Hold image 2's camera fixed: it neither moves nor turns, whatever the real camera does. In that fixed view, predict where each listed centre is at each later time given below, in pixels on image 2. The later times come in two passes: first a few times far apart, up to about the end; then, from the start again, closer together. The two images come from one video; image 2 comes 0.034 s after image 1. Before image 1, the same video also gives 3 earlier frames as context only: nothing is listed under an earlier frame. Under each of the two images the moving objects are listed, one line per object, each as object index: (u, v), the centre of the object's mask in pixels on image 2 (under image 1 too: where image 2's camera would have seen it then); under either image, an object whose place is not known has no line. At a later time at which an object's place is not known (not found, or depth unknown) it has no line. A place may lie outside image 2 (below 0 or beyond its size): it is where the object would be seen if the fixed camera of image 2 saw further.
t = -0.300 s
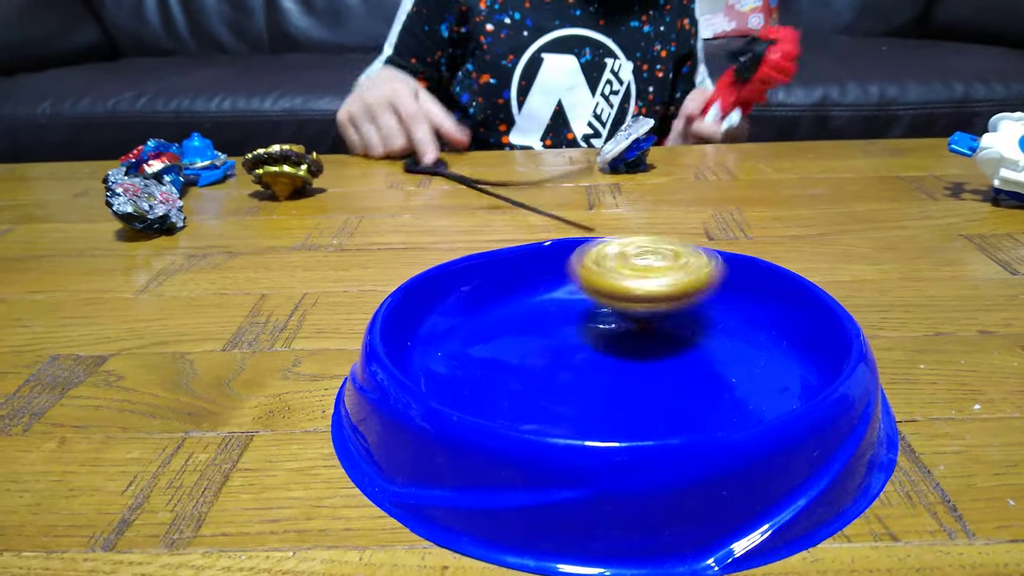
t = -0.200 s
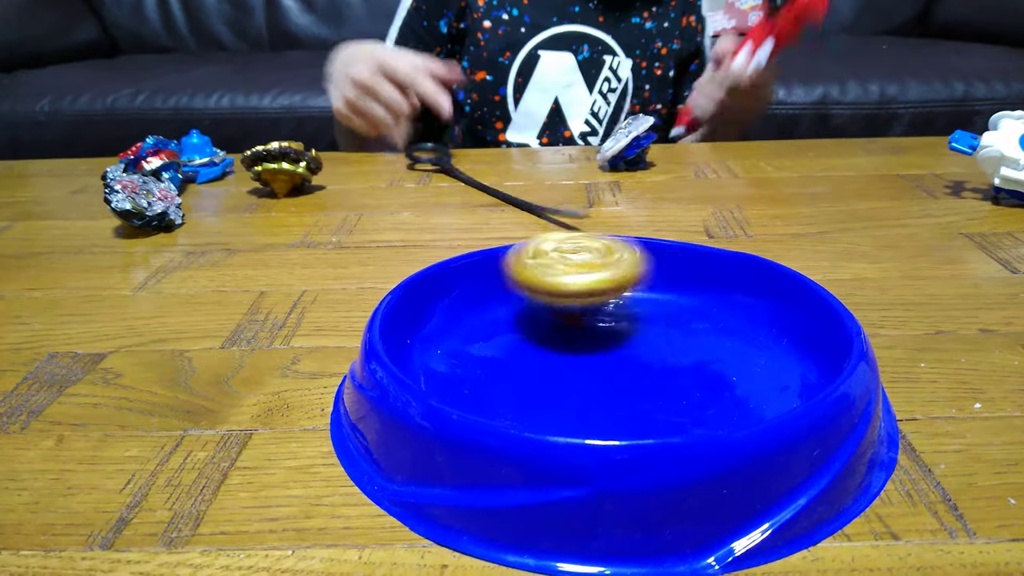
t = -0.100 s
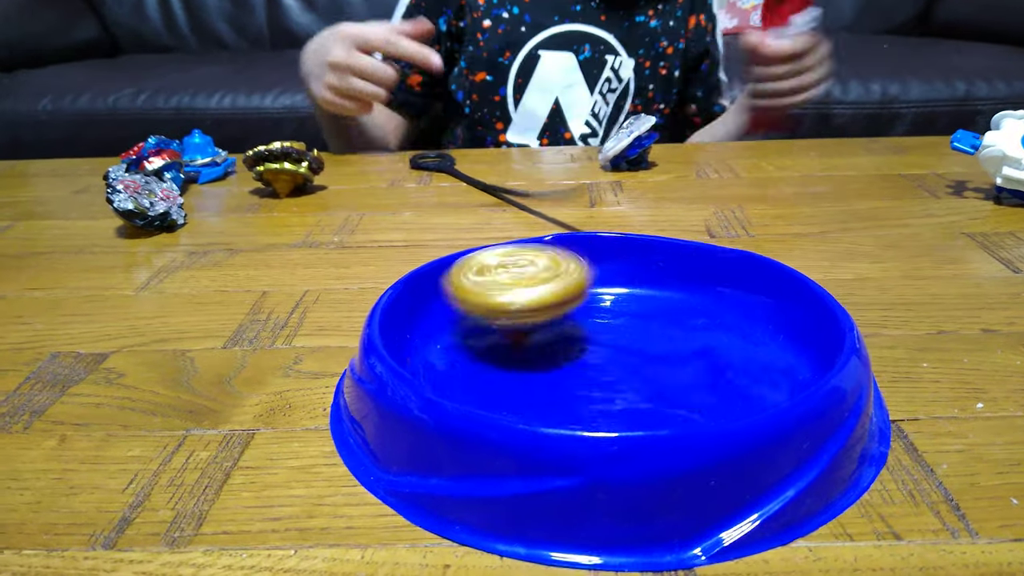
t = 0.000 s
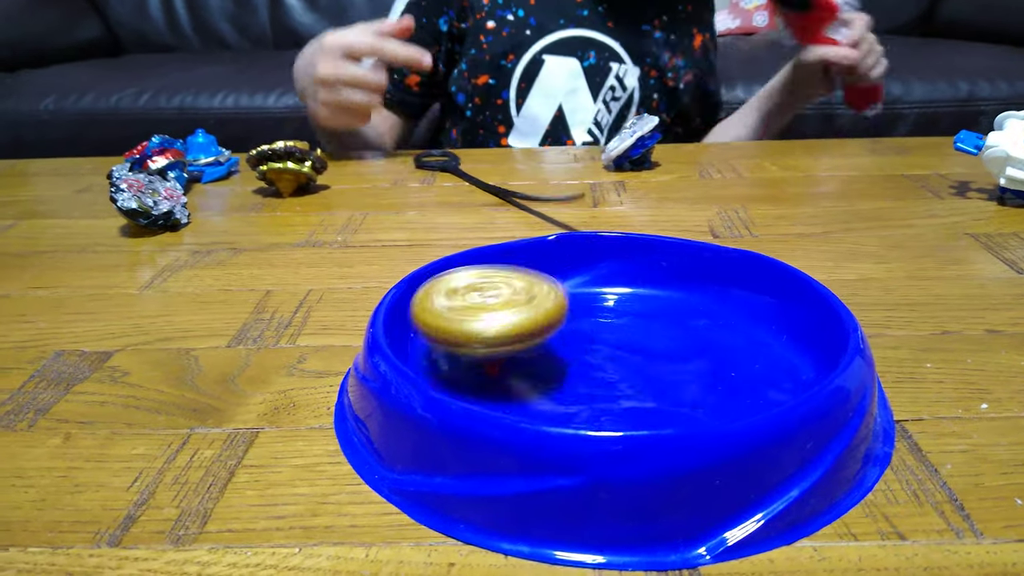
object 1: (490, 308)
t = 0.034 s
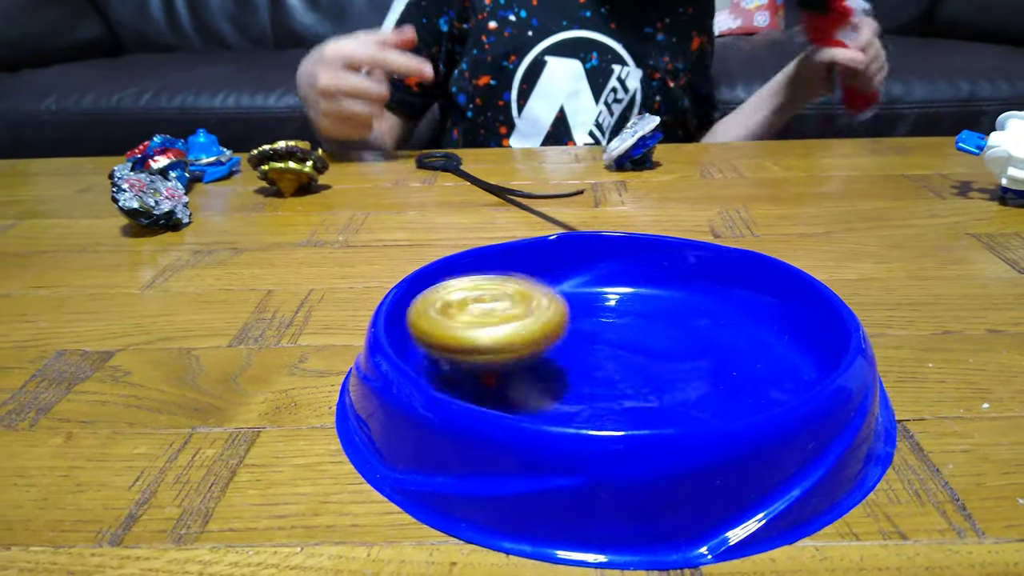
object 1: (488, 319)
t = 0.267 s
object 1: (597, 377)
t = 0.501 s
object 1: (722, 325)
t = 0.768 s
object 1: (622, 272)
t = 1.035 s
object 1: (491, 314)
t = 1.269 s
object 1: (549, 383)
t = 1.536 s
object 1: (721, 356)
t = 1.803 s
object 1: (640, 285)
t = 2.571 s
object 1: (691, 364)
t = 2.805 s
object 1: (721, 301)
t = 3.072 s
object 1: (570, 285)
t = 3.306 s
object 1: (483, 334)
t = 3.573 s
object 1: (595, 388)
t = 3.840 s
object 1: (707, 331)
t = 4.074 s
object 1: (620, 280)
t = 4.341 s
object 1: (492, 298)
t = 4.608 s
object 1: (549, 369)
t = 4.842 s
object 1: (705, 360)
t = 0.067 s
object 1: (488, 330)
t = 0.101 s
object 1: (492, 341)
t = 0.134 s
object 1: (504, 354)
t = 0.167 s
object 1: (517, 360)
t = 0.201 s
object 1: (543, 370)
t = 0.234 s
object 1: (571, 378)
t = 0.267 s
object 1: (597, 377)
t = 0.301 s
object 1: (626, 376)
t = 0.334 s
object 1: (653, 372)
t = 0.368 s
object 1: (676, 365)
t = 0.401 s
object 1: (699, 356)
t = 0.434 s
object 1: (711, 347)
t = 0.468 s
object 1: (718, 336)
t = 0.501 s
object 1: (722, 325)
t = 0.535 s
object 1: (723, 314)
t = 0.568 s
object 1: (717, 305)
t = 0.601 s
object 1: (709, 295)
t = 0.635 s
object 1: (697, 290)
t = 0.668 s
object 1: (680, 282)
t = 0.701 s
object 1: (663, 276)
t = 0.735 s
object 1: (644, 275)
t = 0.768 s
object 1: (622, 272)
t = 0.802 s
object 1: (602, 272)
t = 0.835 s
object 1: (581, 275)
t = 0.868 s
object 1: (560, 277)
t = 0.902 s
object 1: (541, 281)
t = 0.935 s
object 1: (526, 288)
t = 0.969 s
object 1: (511, 295)
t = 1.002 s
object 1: (498, 304)
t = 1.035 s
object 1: (491, 314)
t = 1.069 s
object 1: (485, 324)
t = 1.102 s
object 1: (485, 333)
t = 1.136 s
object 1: (490, 346)
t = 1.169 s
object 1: (497, 357)
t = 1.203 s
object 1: (509, 366)
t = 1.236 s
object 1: (529, 376)
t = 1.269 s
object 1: (549, 383)
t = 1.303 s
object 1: (574, 386)
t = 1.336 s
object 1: (605, 388)
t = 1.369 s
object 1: (629, 387)
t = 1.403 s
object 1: (654, 386)
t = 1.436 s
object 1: (677, 381)
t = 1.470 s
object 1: (700, 375)
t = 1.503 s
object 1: (714, 366)
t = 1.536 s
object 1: (721, 356)
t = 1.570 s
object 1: (724, 345)
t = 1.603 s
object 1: (721, 335)
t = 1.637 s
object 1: (716, 324)
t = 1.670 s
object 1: (705, 313)
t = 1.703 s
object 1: (694, 305)
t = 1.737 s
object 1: (679, 297)
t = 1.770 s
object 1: (661, 290)
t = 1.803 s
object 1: (640, 285)
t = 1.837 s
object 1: (620, 282)
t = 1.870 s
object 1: (599, 279)
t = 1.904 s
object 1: (577, 277)
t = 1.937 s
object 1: (555, 277)
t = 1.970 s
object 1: (536, 280)
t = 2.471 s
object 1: (617, 374)
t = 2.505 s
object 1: (646, 373)
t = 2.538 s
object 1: (670, 370)
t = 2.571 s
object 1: (691, 364)
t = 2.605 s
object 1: (709, 356)
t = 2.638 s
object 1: (723, 347)
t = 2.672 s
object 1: (730, 337)
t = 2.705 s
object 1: (733, 329)
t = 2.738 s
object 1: (733, 320)
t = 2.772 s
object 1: (729, 309)
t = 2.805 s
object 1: (721, 301)
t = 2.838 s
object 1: (710, 295)
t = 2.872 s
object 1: (695, 290)
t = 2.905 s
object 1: (675, 285)
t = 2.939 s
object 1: (656, 282)
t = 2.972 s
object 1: (635, 280)
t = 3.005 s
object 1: (614, 281)
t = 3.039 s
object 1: (592, 281)
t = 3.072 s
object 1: (570, 285)
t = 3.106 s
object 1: (552, 288)
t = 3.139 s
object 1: (534, 294)
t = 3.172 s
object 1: (520, 300)
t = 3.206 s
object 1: (505, 307)
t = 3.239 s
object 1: (494, 315)
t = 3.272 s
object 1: (488, 323)
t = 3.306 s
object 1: (483, 334)
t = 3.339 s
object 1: (483, 343)
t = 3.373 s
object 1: (485, 352)
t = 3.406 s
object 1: (492, 364)
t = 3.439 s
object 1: (507, 372)
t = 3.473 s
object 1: (525, 379)
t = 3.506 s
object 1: (545, 384)
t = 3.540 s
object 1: (569, 387)
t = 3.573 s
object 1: (595, 388)
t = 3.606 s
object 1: (622, 387)
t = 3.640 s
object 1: (646, 384)
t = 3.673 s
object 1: (667, 379)
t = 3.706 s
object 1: (683, 373)
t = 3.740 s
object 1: (697, 363)
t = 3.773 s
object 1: (706, 352)
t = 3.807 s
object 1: (709, 341)
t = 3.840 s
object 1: (707, 331)
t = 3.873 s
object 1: (702, 322)
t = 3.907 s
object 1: (695, 313)
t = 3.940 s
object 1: (685, 304)
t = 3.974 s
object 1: (670, 296)
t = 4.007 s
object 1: (654, 290)
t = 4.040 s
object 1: (638, 285)
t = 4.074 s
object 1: (620, 280)
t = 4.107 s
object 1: (602, 279)
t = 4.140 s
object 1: (583, 277)
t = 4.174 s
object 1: (563, 277)
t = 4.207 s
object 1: (544, 278)
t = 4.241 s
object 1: (529, 282)
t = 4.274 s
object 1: (514, 287)
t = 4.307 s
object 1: (502, 292)
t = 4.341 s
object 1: (492, 298)
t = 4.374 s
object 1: (485, 307)
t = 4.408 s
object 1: (481, 315)
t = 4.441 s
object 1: (483, 324)
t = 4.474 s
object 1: (489, 334)
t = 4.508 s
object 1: (498, 344)
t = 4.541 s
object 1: (513, 355)
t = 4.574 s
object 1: (529, 363)
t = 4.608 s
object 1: (549, 369)
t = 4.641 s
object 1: (572, 373)
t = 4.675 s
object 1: (597, 375)
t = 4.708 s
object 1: (623, 375)
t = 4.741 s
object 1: (645, 374)
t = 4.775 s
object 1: (667, 370)
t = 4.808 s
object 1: (687, 366)
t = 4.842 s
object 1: (705, 360)
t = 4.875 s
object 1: (717, 352)
